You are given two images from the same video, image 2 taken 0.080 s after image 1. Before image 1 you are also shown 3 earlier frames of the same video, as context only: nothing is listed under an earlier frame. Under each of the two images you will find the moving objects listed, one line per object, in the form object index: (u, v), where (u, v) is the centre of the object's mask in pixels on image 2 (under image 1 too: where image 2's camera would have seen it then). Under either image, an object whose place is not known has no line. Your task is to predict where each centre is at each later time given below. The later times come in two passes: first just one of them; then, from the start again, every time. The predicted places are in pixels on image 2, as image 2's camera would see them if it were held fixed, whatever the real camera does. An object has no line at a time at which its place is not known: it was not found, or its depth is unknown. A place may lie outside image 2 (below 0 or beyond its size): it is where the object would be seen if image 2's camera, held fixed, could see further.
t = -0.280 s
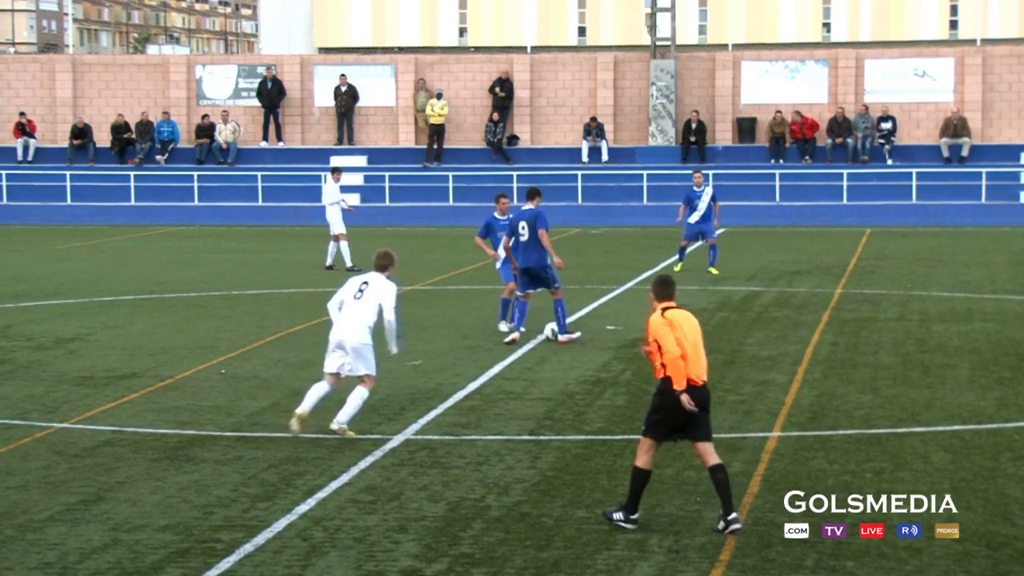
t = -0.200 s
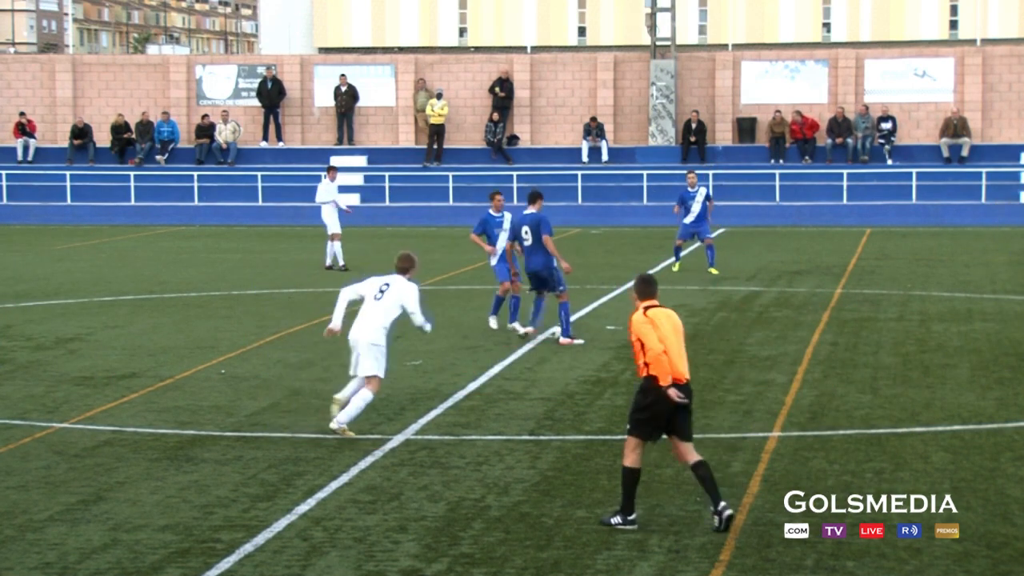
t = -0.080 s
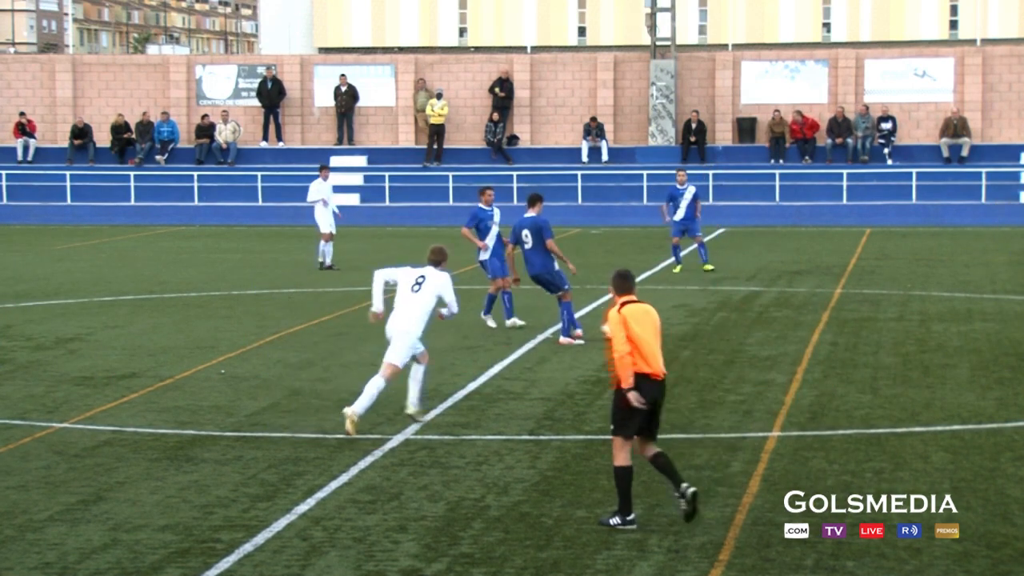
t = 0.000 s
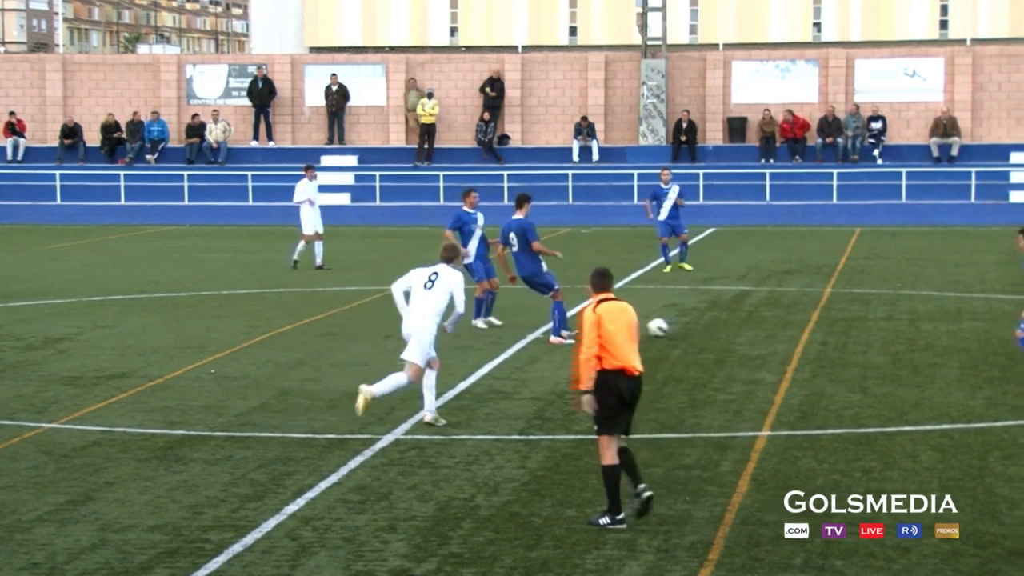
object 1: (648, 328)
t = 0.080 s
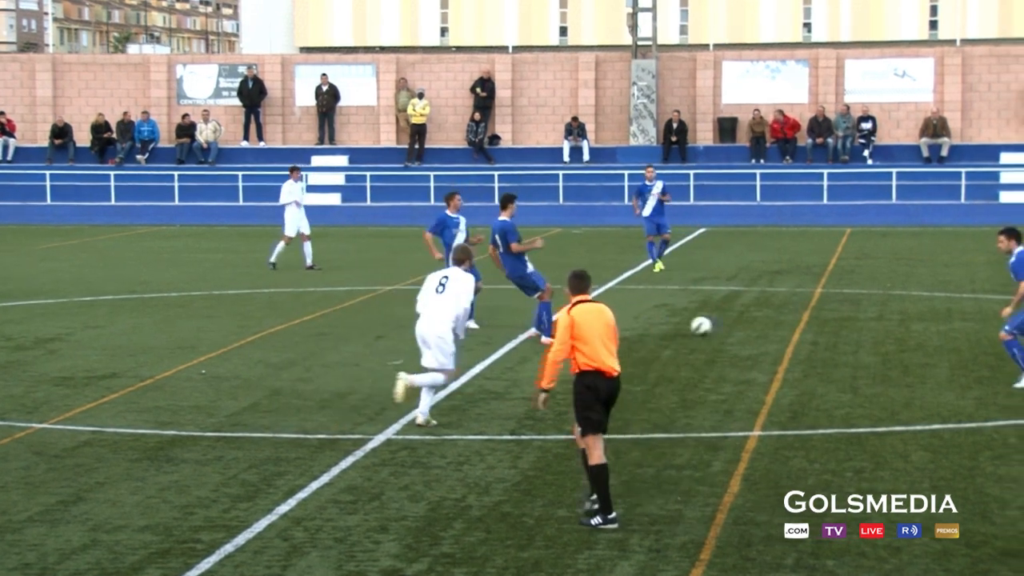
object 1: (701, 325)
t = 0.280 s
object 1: (813, 318)
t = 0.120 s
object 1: (725, 324)
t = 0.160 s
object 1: (750, 324)
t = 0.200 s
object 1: (774, 325)
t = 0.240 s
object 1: (794, 321)
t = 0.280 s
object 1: (813, 318)
